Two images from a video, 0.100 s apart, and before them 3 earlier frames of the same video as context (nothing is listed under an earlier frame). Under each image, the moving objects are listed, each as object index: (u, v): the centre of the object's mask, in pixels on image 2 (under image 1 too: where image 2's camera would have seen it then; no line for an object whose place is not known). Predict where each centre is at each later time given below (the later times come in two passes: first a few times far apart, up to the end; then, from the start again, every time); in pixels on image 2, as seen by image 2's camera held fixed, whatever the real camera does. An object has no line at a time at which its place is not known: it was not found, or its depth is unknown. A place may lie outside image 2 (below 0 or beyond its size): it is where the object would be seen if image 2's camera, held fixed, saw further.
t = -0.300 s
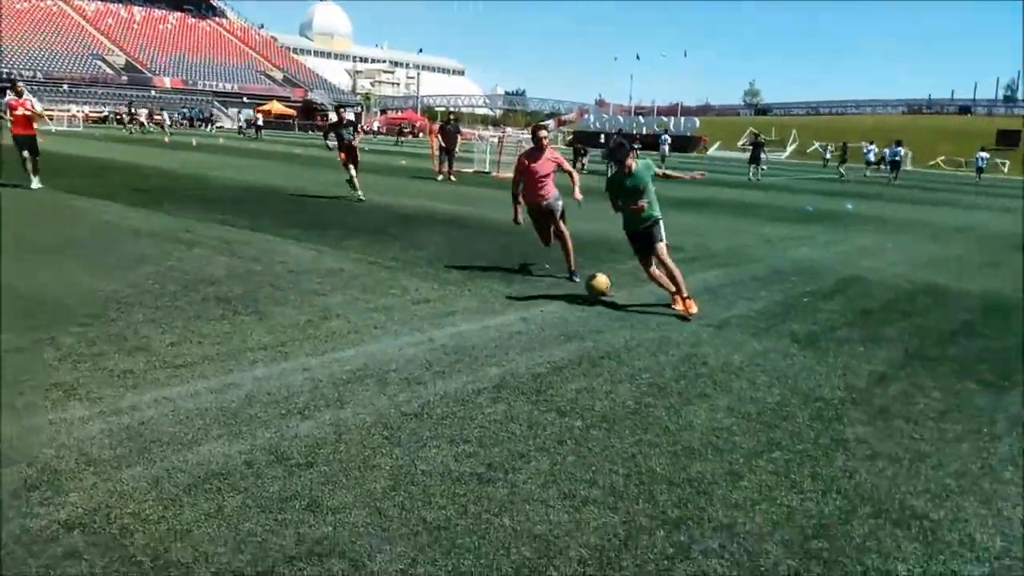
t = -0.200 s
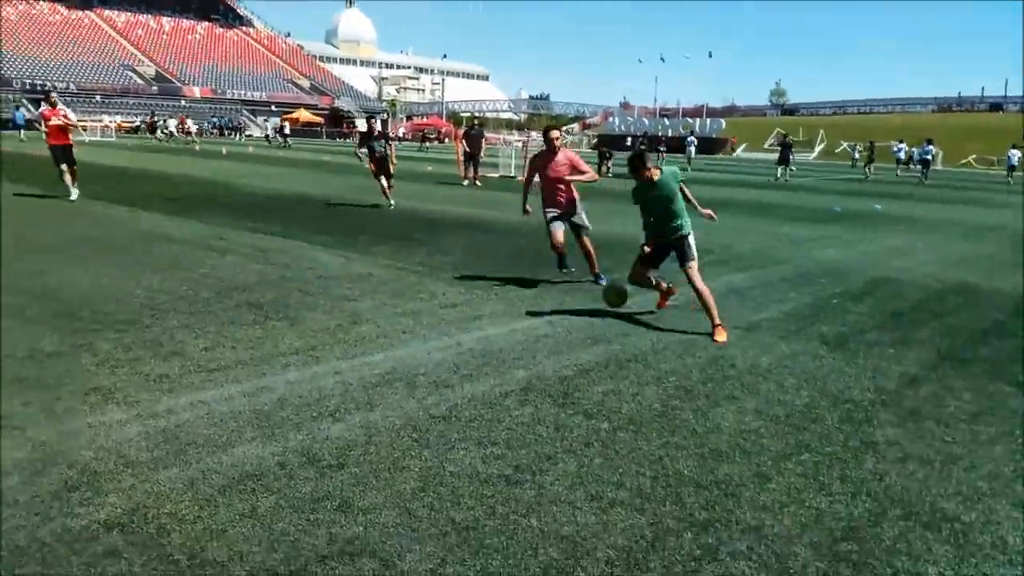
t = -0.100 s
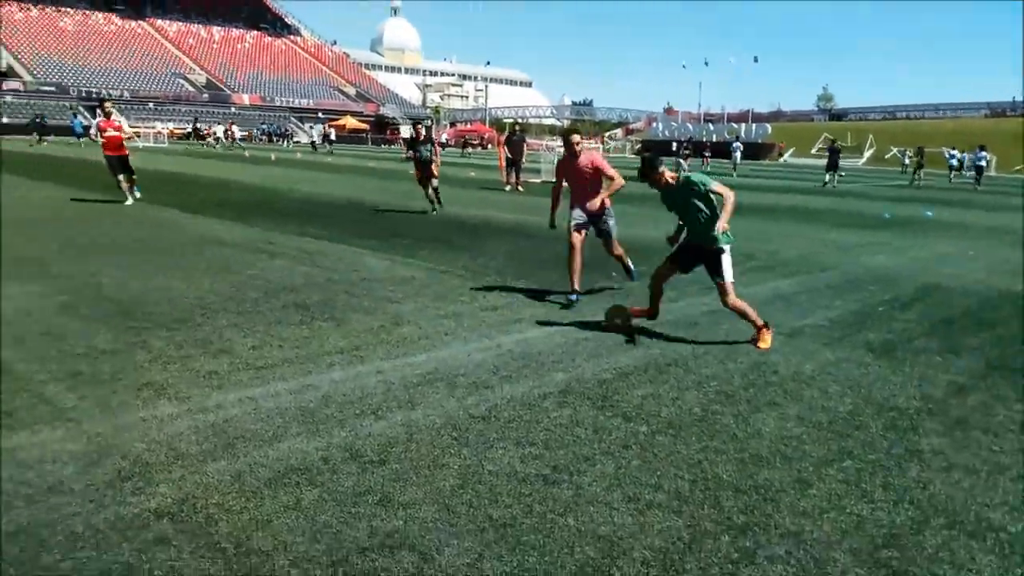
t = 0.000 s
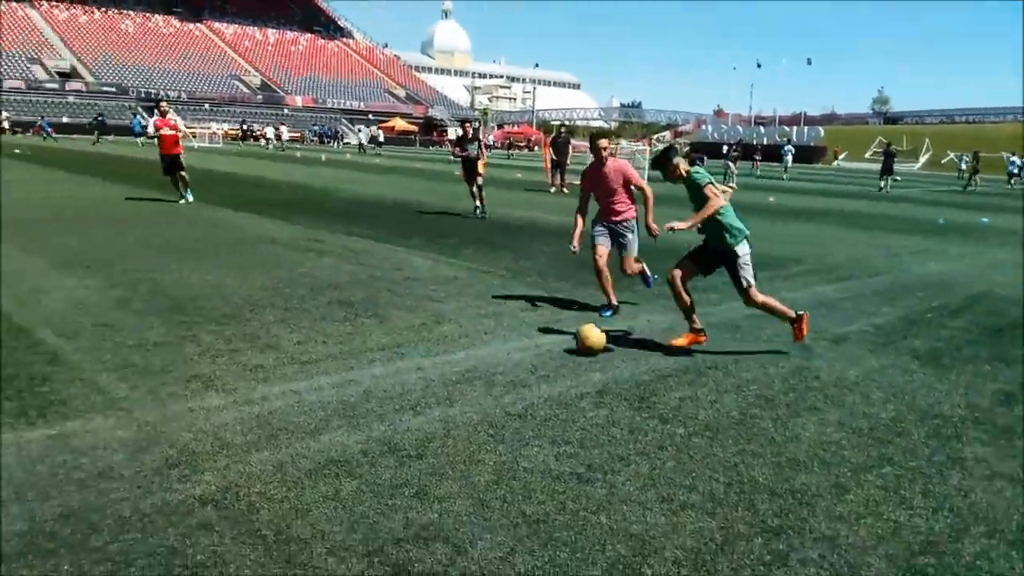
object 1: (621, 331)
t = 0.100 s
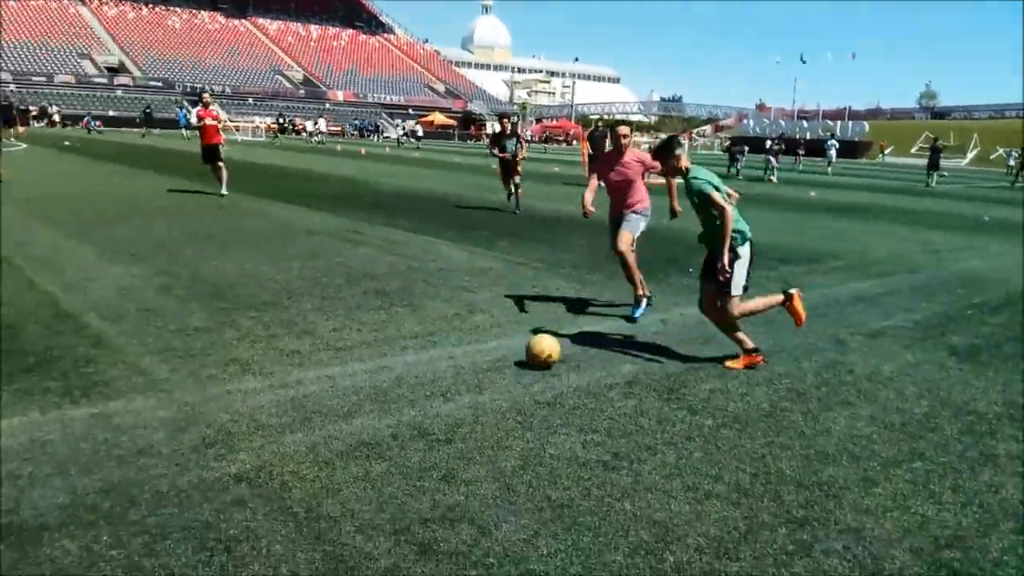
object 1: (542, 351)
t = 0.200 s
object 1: (451, 375)
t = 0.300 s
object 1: (343, 401)
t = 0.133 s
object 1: (513, 359)
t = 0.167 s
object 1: (482, 368)
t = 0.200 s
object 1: (451, 375)
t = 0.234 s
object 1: (418, 381)
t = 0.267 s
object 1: (382, 389)
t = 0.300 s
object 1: (343, 401)
